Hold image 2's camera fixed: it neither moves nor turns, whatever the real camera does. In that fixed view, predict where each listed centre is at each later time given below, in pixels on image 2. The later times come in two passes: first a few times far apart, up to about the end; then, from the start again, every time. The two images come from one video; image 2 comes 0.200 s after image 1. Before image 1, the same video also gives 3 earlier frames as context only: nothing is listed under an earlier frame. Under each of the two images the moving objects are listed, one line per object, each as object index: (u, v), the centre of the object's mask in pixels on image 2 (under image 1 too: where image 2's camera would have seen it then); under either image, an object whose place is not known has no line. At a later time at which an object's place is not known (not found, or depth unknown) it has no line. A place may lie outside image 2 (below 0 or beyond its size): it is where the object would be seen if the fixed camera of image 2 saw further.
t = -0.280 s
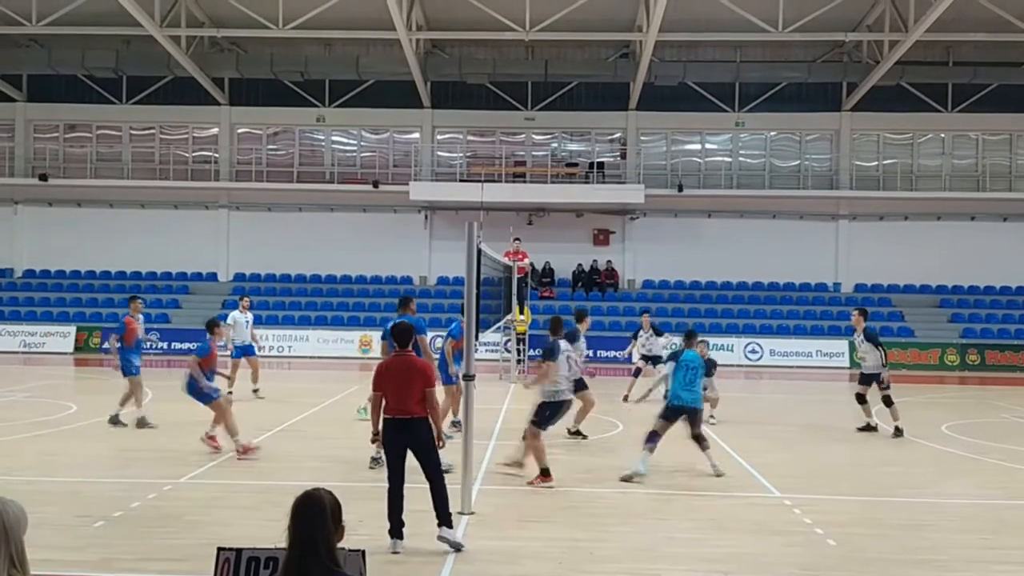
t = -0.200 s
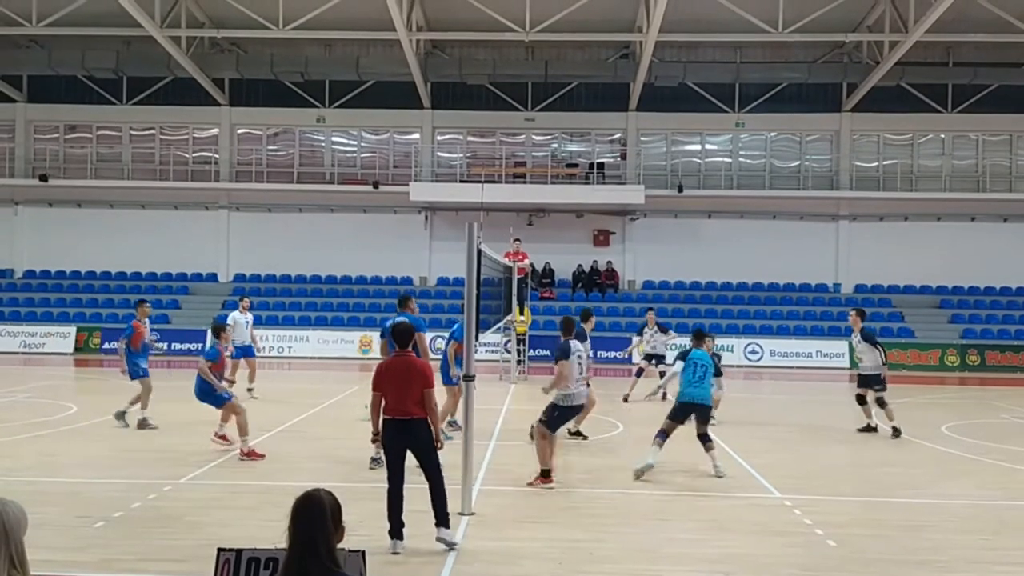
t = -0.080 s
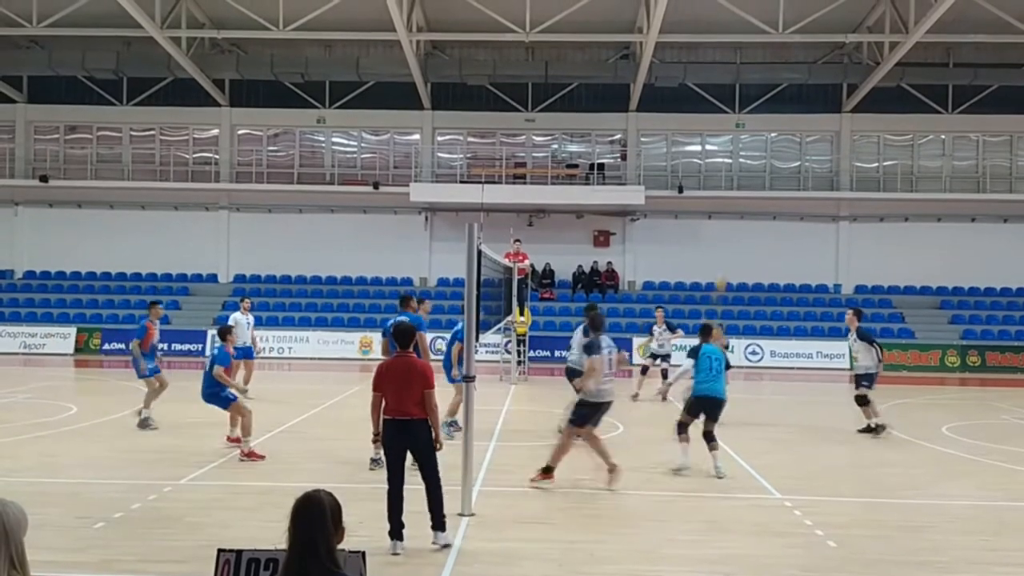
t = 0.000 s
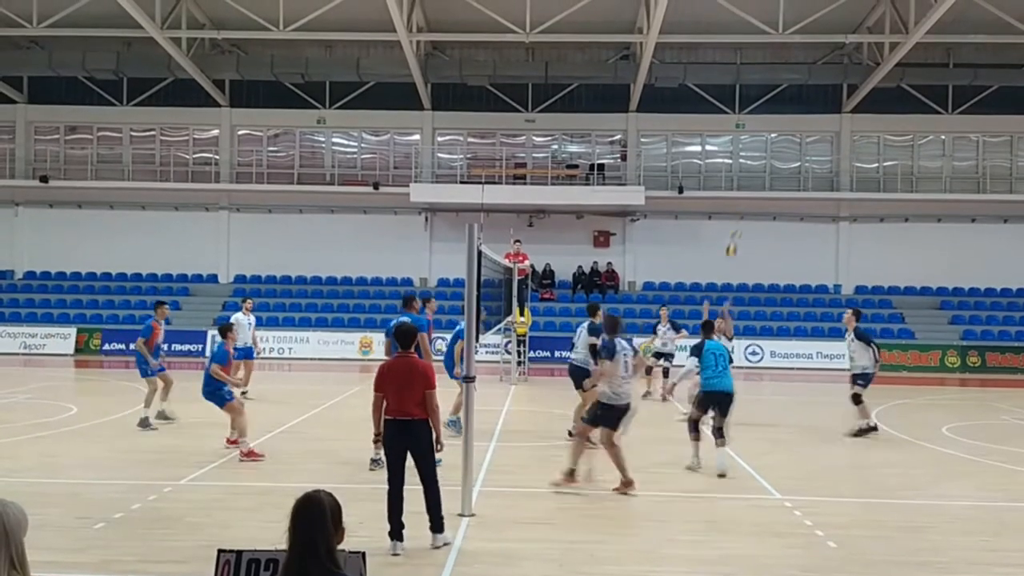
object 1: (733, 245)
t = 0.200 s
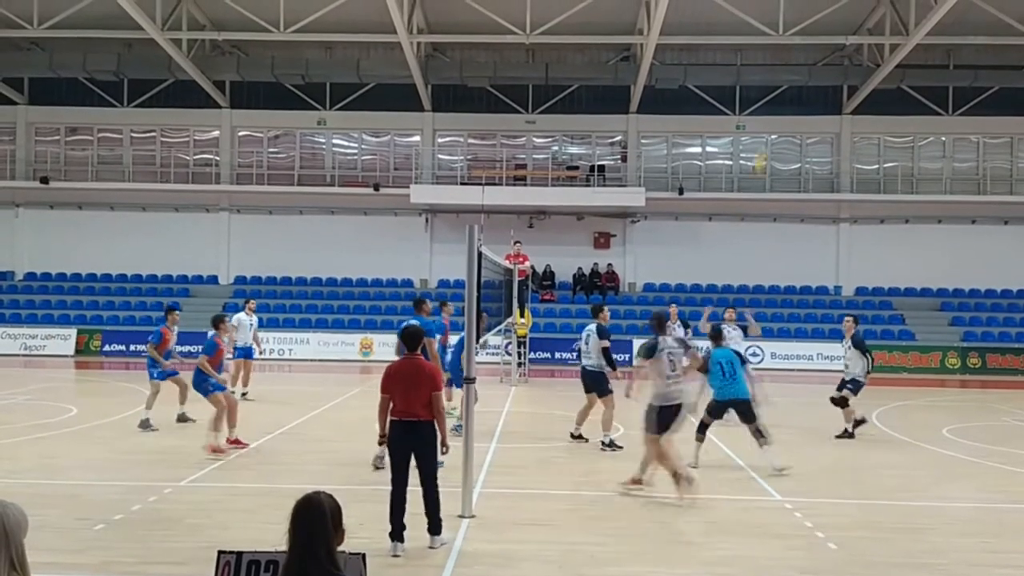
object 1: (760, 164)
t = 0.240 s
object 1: (765, 148)
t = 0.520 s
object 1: (805, 80)
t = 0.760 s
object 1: (839, 66)
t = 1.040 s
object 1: (881, 105)
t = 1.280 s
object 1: (912, 185)
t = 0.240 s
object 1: (765, 148)
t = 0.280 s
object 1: (772, 134)
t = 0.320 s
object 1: (776, 122)
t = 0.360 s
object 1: (782, 112)
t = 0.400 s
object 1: (788, 103)
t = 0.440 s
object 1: (793, 95)
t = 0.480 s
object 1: (799, 87)
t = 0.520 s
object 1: (805, 80)
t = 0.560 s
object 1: (810, 75)
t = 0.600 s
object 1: (816, 71)
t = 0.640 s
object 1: (823, 68)
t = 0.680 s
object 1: (829, 66)
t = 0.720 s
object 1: (834, 66)
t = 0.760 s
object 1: (839, 66)
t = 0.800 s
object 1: (845, 68)
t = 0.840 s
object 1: (851, 70)
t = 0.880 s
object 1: (858, 75)
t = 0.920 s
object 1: (862, 80)
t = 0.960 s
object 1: (868, 85)
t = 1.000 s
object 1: (874, 94)
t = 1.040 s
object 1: (881, 105)
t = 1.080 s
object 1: (886, 115)
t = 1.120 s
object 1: (890, 125)
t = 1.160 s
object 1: (896, 138)
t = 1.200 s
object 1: (902, 155)
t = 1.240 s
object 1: (906, 172)
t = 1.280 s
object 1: (912, 185)
